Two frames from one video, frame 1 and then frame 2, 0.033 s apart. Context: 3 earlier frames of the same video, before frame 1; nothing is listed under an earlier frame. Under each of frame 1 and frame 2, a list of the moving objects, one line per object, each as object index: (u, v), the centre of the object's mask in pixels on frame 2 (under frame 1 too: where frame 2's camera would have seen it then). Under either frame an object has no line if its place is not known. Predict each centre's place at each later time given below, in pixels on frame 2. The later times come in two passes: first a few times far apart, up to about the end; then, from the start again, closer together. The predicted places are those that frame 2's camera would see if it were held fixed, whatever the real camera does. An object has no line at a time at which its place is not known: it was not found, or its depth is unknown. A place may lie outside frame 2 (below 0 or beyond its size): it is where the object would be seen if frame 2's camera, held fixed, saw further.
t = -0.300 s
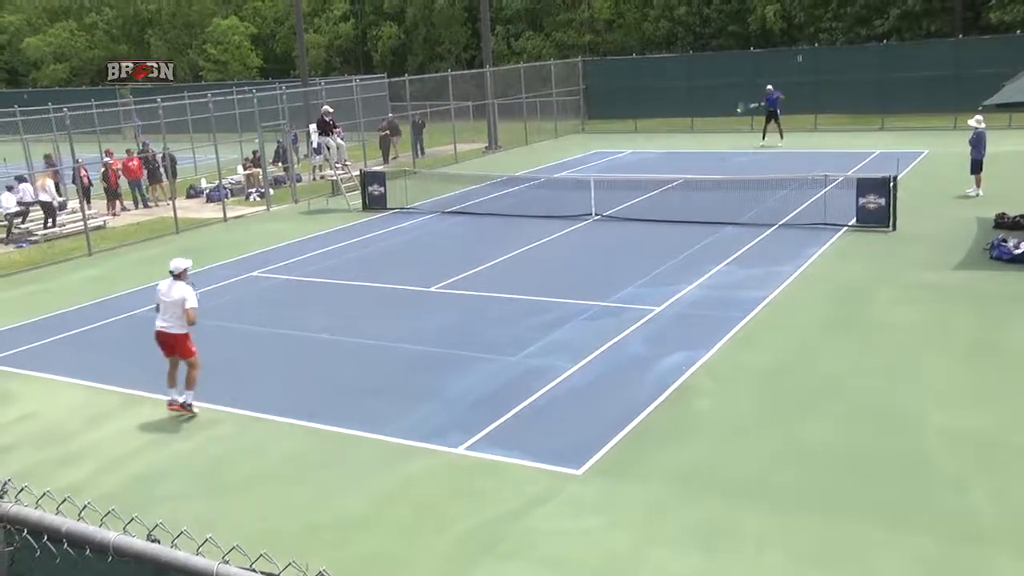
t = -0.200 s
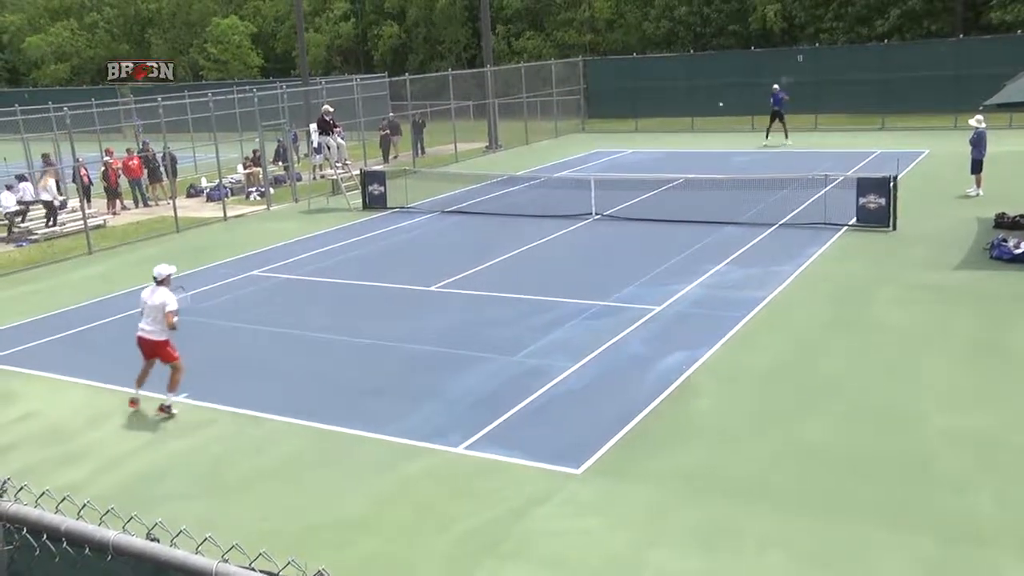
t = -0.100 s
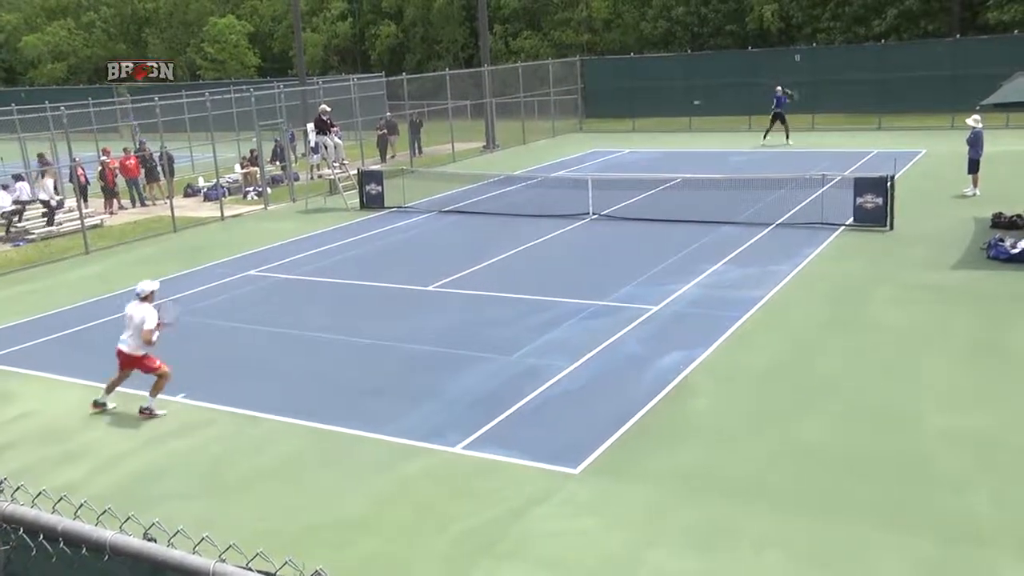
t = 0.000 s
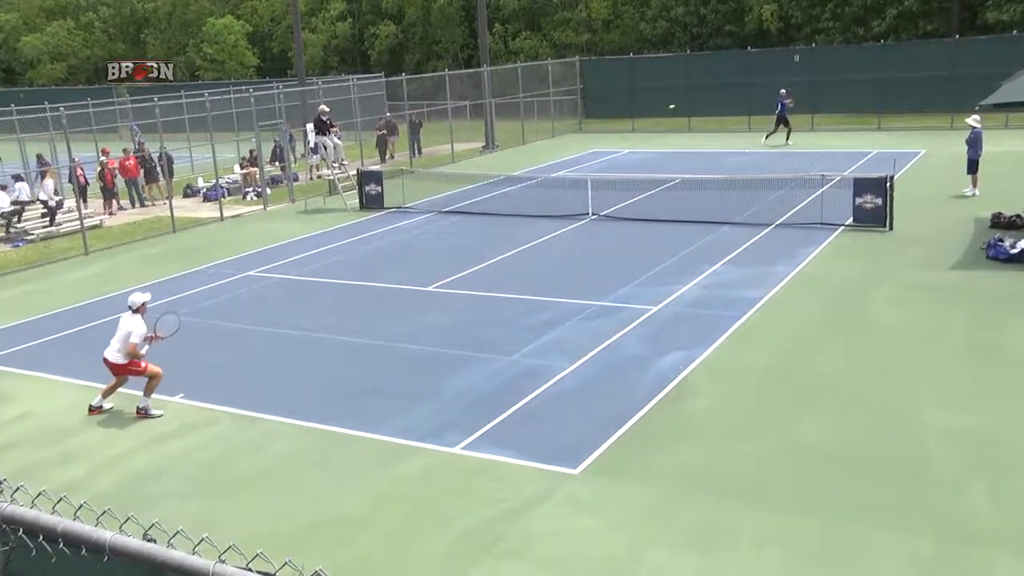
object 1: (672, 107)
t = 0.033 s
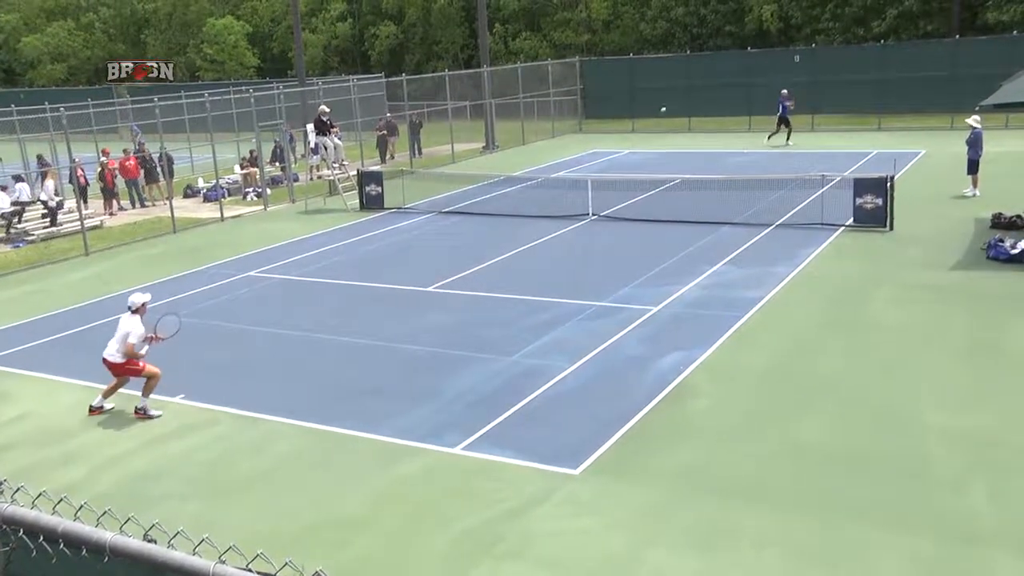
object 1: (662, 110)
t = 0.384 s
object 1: (544, 192)
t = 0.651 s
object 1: (405, 340)
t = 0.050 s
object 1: (659, 111)
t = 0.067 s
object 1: (655, 113)
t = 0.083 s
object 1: (649, 115)
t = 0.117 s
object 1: (639, 119)
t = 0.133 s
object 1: (634, 122)
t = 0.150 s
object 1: (629, 125)
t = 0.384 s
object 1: (544, 192)
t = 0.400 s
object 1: (536, 199)
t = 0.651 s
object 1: (405, 340)
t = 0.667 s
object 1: (398, 338)
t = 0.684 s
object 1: (391, 338)
